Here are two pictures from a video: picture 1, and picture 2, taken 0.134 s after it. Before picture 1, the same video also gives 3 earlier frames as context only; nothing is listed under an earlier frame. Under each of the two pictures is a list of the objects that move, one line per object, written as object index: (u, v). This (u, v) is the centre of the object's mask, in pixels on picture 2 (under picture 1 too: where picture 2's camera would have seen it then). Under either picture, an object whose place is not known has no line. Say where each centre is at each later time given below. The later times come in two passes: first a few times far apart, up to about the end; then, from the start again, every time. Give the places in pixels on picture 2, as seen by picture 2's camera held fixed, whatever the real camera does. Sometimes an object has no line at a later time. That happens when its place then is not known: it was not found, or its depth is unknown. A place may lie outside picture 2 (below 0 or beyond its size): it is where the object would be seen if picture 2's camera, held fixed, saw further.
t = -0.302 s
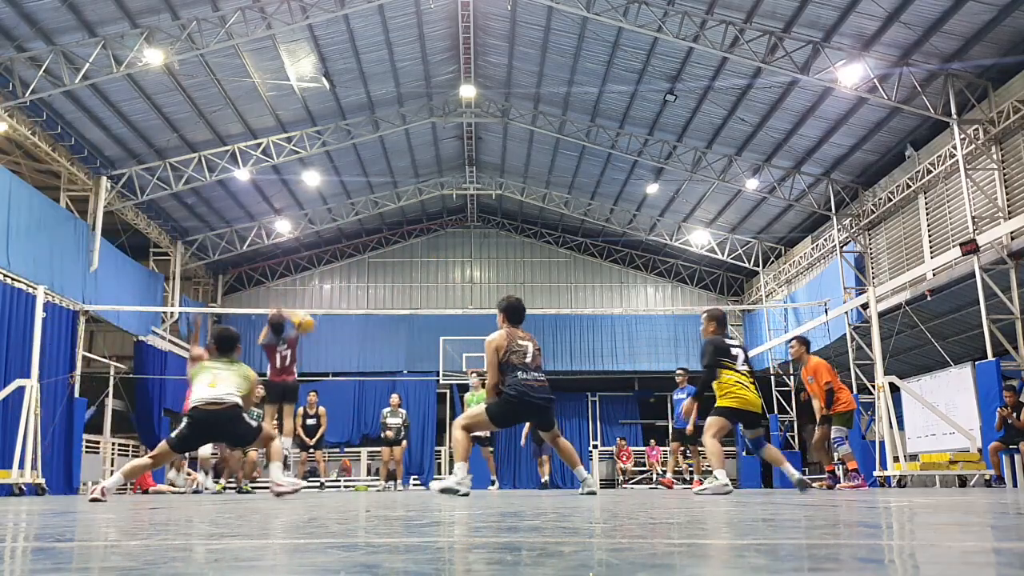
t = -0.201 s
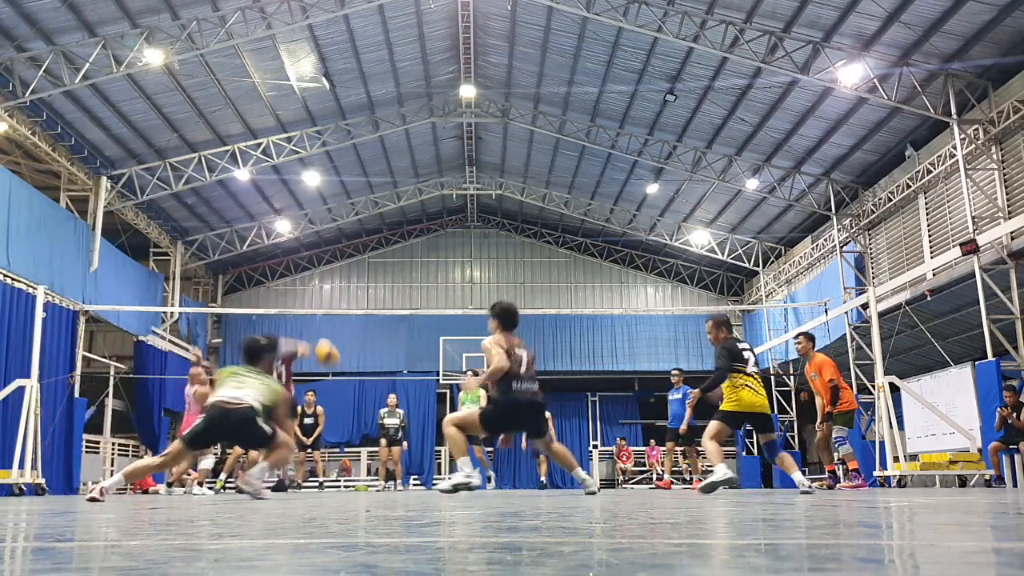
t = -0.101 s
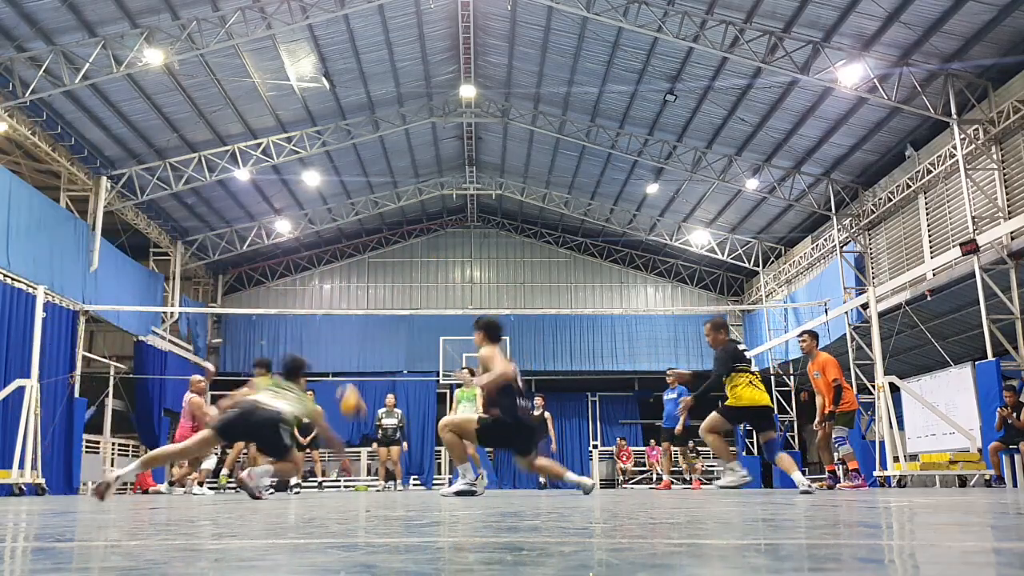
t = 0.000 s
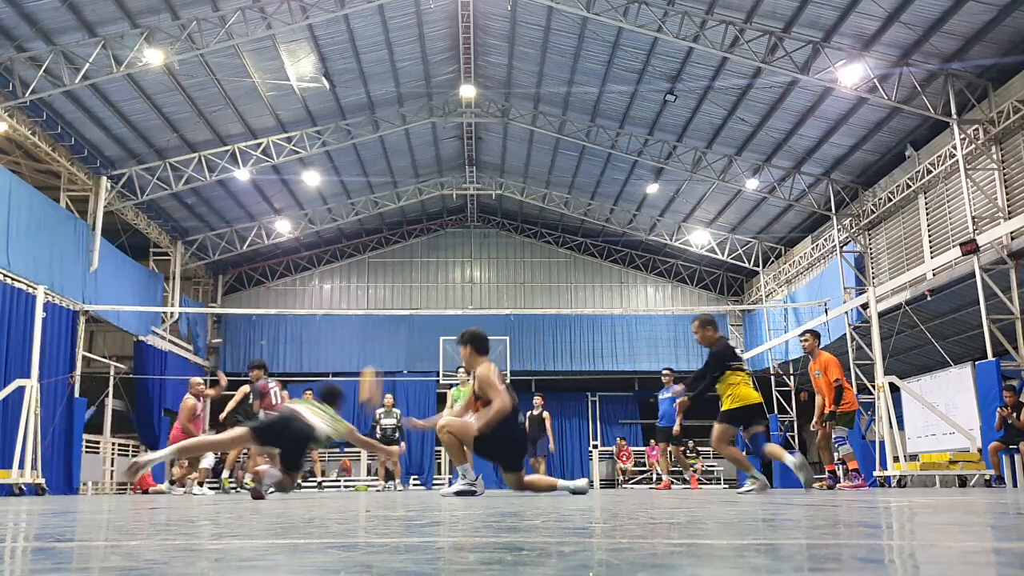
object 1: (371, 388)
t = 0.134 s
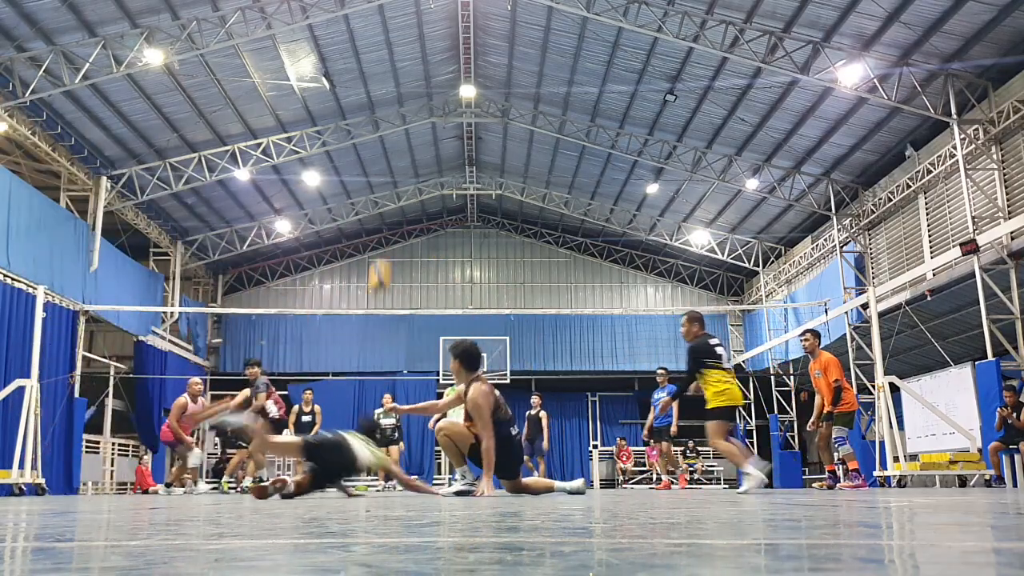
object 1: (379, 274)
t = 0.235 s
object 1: (385, 217)
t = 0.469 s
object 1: (393, 130)
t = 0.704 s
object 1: (398, 102)
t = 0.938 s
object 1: (402, 117)
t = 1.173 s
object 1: (405, 168)
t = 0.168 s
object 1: (382, 253)
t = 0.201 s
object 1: (384, 233)
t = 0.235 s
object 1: (385, 217)
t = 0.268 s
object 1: (387, 197)
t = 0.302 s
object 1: (388, 185)
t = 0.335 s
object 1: (388, 170)
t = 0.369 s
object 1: (390, 157)
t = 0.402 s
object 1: (390, 147)
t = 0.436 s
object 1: (391, 139)
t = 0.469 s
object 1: (393, 130)
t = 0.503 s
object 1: (394, 123)
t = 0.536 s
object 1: (394, 117)
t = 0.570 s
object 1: (395, 112)
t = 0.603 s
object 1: (396, 109)
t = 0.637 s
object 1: (397, 105)
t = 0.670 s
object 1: (398, 103)
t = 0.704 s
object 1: (398, 102)
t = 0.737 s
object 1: (399, 102)
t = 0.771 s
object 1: (400, 103)
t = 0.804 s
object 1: (400, 104)
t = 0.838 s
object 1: (401, 106)
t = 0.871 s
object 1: (401, 109)
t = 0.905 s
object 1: (401, 112)
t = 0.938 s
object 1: (402, 117)
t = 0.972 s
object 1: (402, 122)
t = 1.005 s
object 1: (403, 128)
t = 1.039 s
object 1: (404, 135)
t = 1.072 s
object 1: (404, 142)
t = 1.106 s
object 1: (404, 151)
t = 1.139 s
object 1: (405, 158)
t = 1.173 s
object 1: (405, 168)
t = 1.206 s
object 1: (405, 178)
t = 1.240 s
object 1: (406, 189)
